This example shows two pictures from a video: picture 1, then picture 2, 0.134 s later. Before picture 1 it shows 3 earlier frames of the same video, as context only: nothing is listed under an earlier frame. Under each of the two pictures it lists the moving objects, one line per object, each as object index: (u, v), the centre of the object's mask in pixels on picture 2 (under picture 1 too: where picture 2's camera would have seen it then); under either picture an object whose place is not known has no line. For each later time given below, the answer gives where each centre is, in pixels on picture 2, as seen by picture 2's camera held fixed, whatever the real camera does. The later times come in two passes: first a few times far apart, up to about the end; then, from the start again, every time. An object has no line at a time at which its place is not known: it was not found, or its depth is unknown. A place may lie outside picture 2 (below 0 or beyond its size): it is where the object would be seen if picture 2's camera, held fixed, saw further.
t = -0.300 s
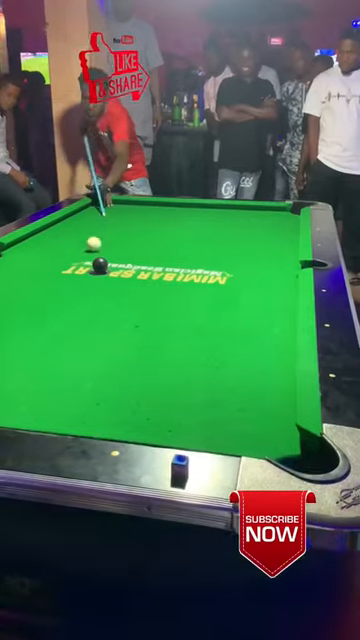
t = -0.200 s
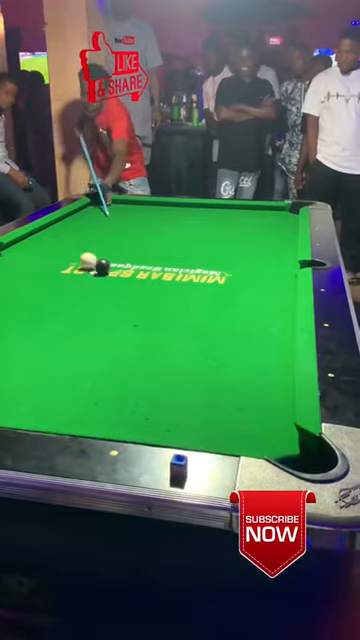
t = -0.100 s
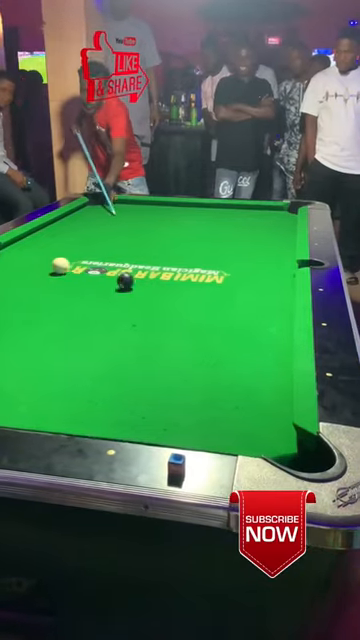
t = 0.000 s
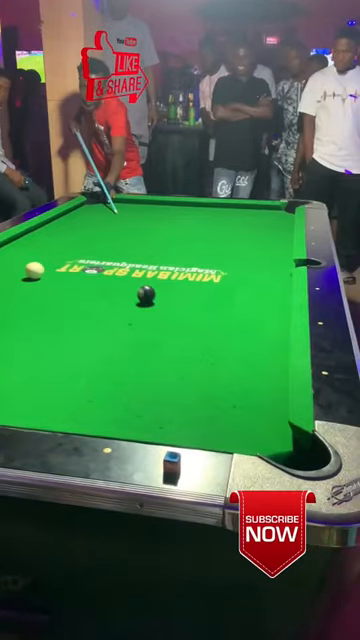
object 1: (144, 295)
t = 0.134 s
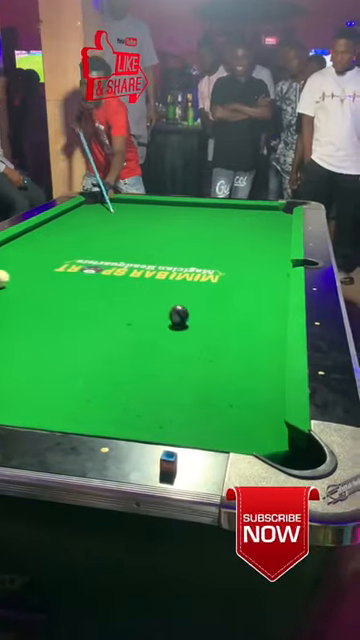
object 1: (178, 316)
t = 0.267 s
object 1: (221, 342)
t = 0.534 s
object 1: (239, 393)
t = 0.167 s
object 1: (188, 322)
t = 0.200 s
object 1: (199, 328)
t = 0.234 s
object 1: (209, 335)
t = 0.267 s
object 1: (221, 342)
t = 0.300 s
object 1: (233, 349)
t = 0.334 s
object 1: (245, 356)
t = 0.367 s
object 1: (259, 363)
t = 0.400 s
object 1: (272, 372)
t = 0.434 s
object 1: (264, 377)
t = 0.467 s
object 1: (255, 382)
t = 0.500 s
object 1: (247, 387)
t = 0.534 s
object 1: (239, 393)
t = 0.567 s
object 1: (231, 398)
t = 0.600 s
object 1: (223, 403)
